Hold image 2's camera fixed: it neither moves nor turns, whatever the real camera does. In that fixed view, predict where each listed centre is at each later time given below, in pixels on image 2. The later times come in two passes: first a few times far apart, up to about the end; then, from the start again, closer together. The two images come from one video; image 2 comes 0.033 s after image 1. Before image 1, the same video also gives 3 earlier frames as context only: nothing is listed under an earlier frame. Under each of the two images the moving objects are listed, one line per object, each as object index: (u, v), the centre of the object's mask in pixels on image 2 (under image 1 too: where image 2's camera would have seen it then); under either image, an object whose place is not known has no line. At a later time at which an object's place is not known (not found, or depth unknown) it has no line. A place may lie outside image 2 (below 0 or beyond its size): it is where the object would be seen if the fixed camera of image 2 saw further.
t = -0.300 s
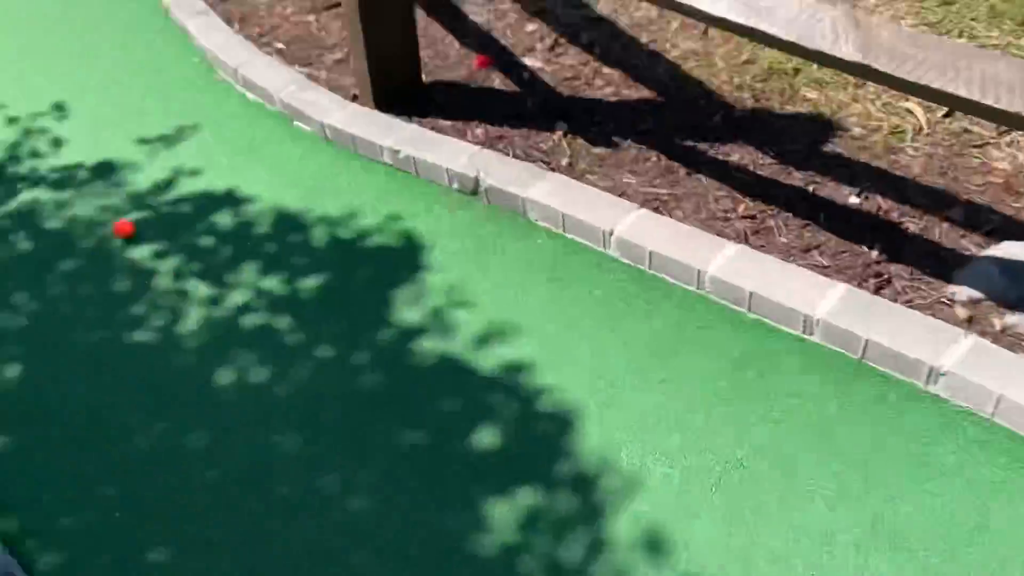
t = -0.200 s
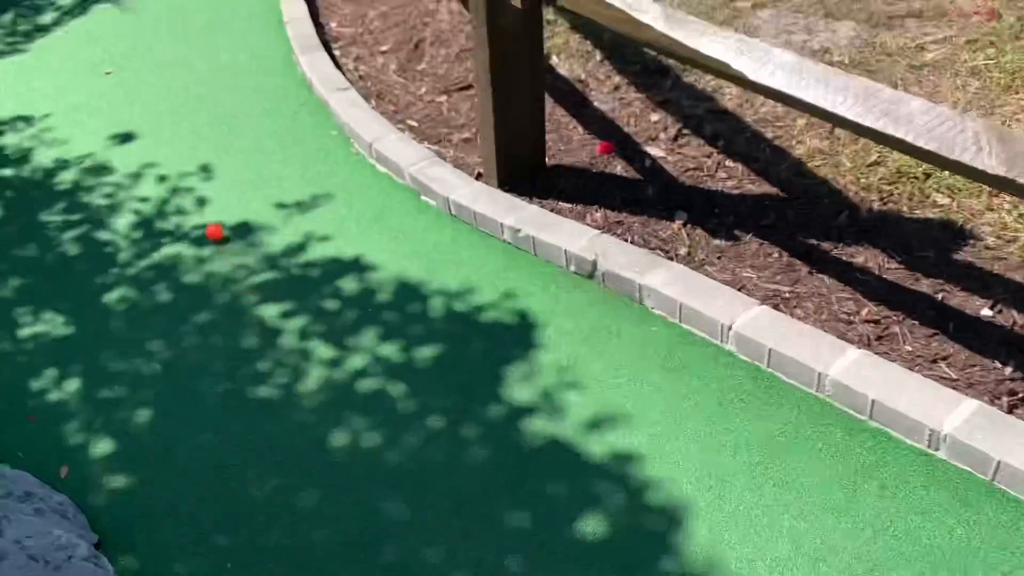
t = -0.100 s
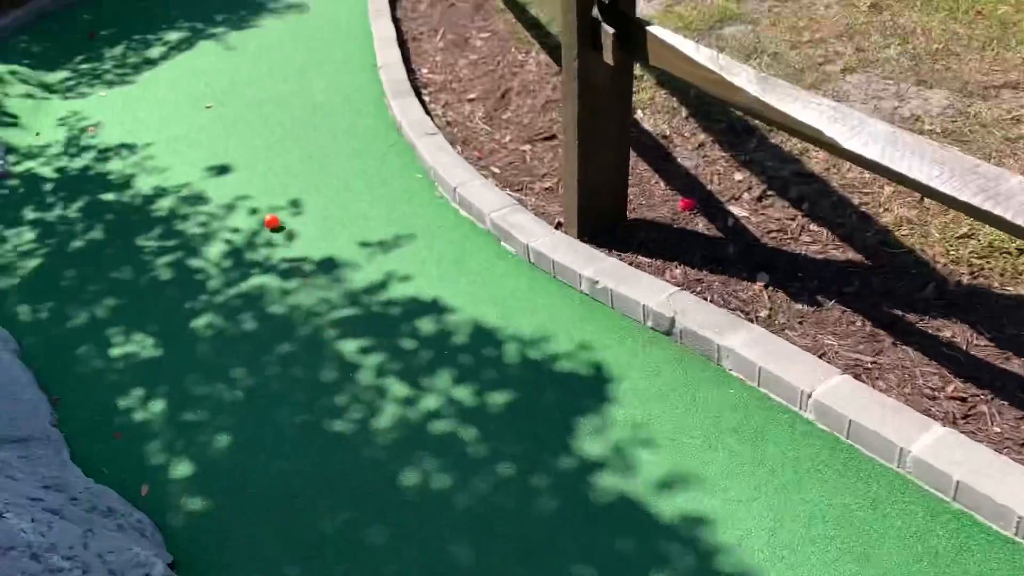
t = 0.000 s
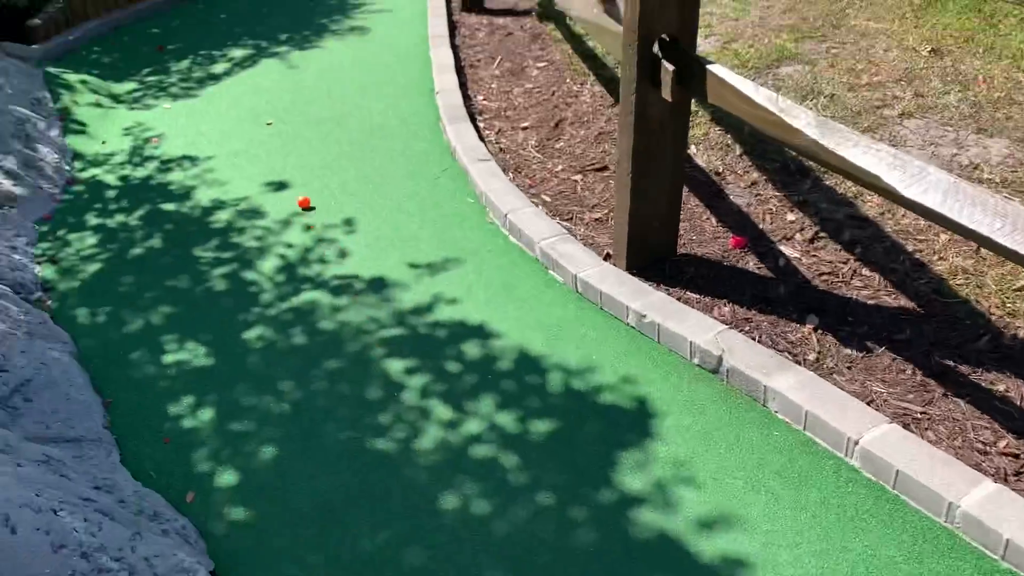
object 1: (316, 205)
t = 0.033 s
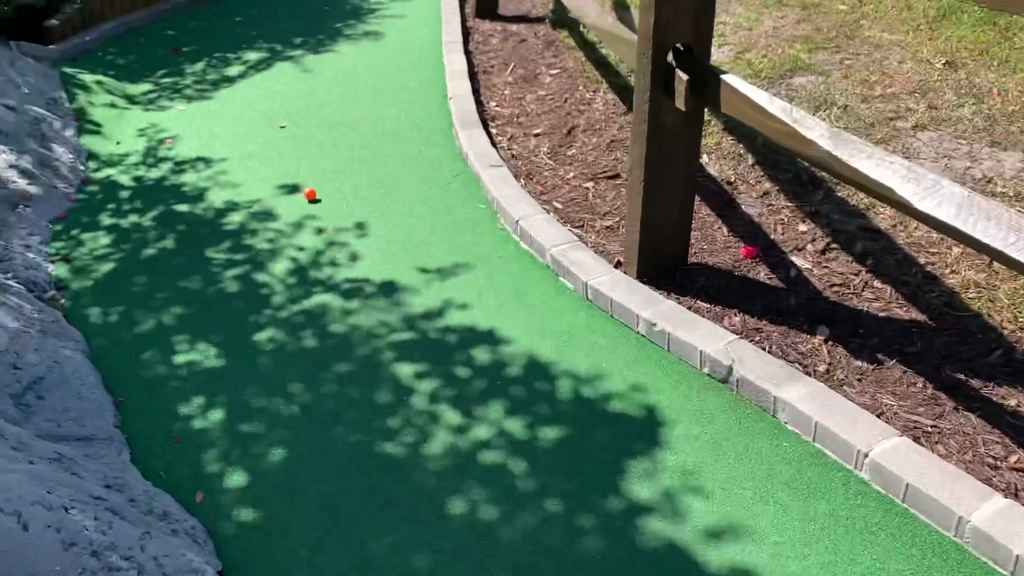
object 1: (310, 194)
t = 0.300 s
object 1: (272, 127)
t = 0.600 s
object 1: (245, 75)
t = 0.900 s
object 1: (227, 39)
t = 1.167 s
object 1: (217, 15)
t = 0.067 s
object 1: (303, 184)
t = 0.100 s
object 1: (299, 175)
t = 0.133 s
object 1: (294, 166)
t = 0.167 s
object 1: (289, 157)
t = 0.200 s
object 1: (284, 148)
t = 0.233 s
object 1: (280, 141)
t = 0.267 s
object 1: (275, 133)
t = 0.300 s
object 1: (272, 127)
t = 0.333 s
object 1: (268, 120)
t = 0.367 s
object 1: (265, 114)
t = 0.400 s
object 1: (261, 107)
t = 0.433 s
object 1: (259, 102)
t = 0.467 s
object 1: (256, 96)
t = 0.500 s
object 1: (253, 91)
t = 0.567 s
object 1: (247, 80)
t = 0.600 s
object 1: (245, 75)
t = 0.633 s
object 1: (243, 70)
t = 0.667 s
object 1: (241, 66)
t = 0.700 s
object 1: (238, 62)
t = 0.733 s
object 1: (237, 57)
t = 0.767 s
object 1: (235, 54)
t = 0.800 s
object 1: (232, 49)
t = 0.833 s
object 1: (231, 46)
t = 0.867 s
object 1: (229, 42)
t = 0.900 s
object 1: (227, 39)
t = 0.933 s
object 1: (225, 35)
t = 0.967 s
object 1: (224, 32)
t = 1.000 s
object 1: (223, 29)
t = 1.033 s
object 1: (221, 27)
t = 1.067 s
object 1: (220, 23)
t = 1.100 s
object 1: (219, 21)
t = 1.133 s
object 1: (218, 18)
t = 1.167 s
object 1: (217, 15)
